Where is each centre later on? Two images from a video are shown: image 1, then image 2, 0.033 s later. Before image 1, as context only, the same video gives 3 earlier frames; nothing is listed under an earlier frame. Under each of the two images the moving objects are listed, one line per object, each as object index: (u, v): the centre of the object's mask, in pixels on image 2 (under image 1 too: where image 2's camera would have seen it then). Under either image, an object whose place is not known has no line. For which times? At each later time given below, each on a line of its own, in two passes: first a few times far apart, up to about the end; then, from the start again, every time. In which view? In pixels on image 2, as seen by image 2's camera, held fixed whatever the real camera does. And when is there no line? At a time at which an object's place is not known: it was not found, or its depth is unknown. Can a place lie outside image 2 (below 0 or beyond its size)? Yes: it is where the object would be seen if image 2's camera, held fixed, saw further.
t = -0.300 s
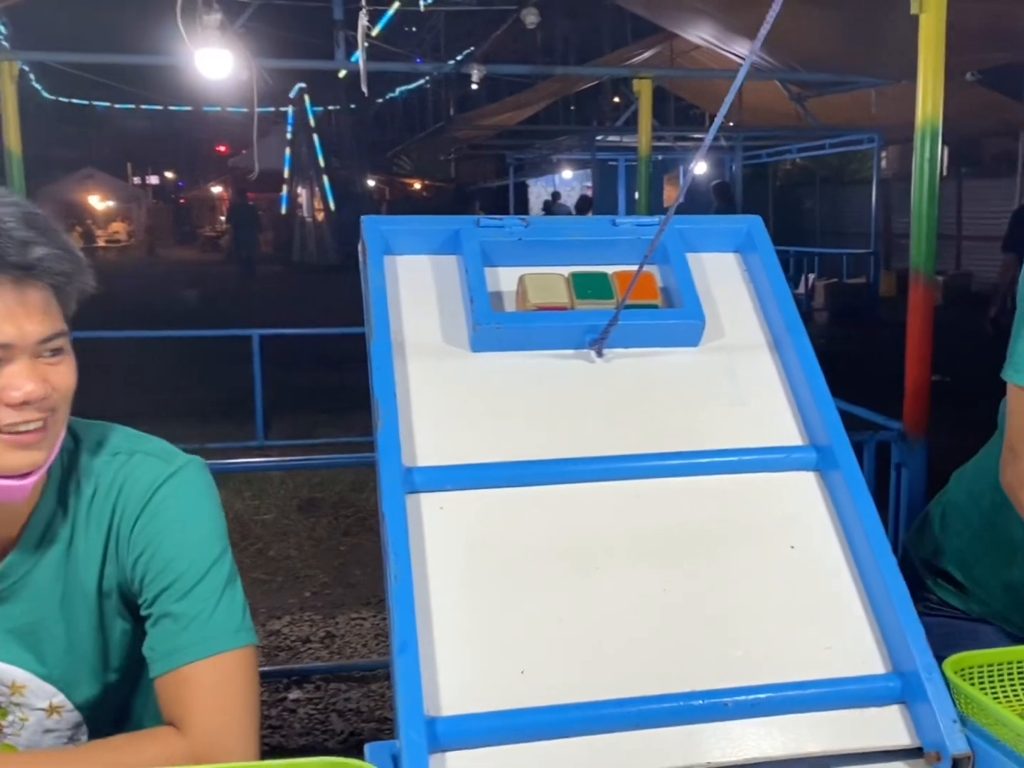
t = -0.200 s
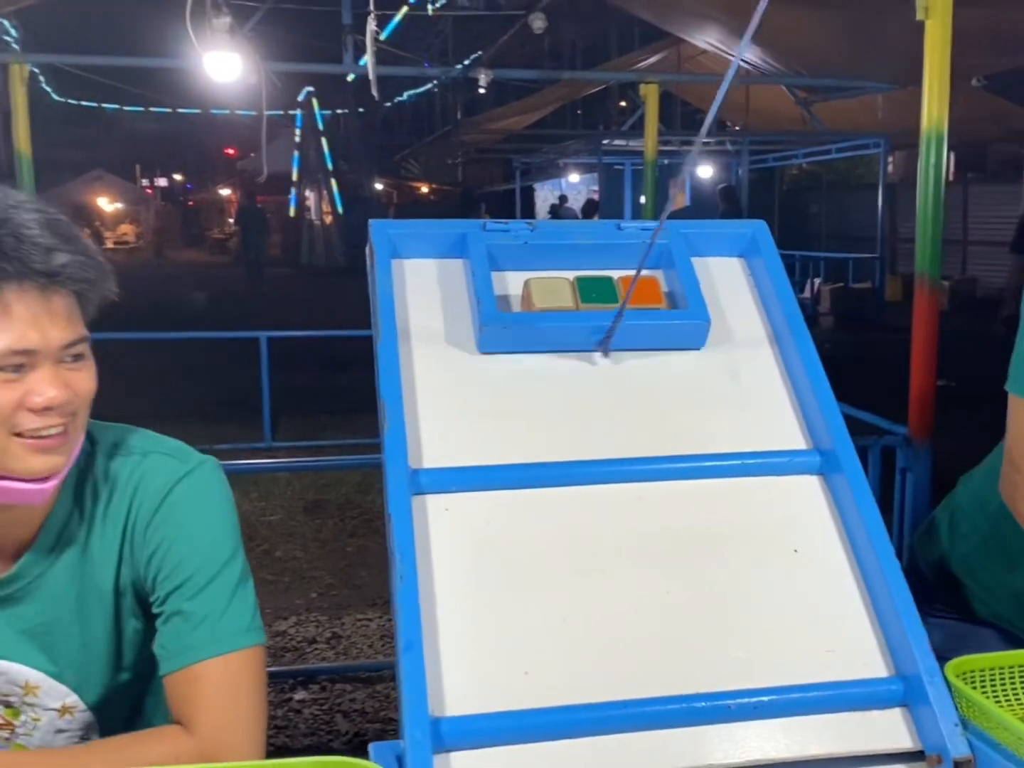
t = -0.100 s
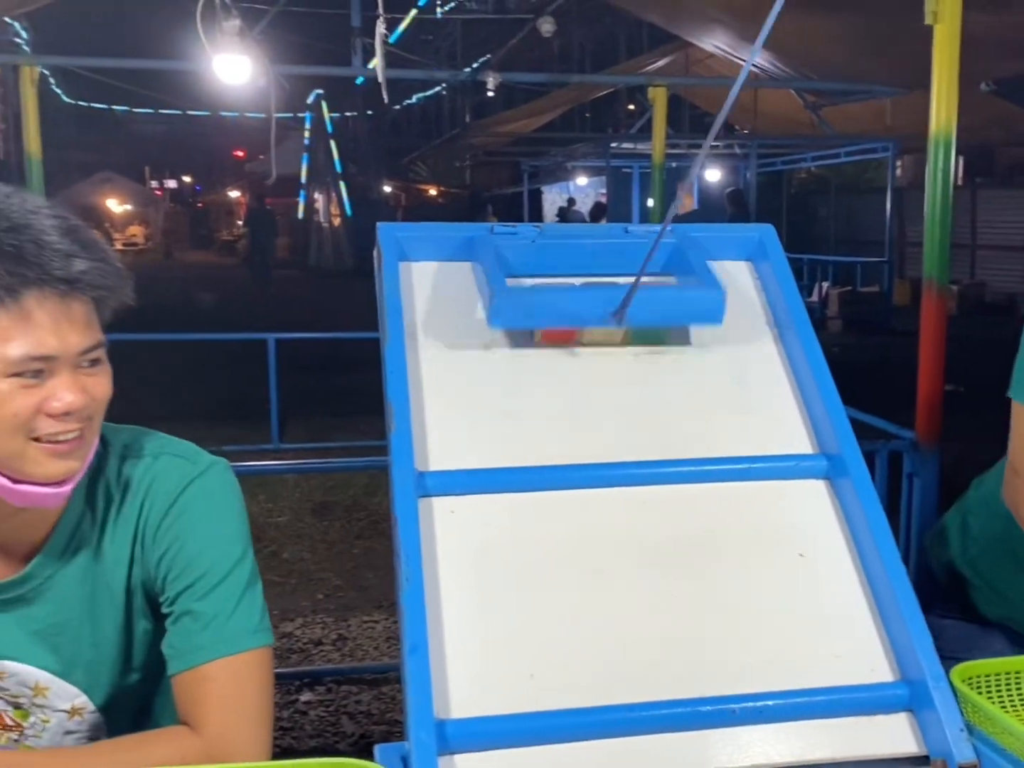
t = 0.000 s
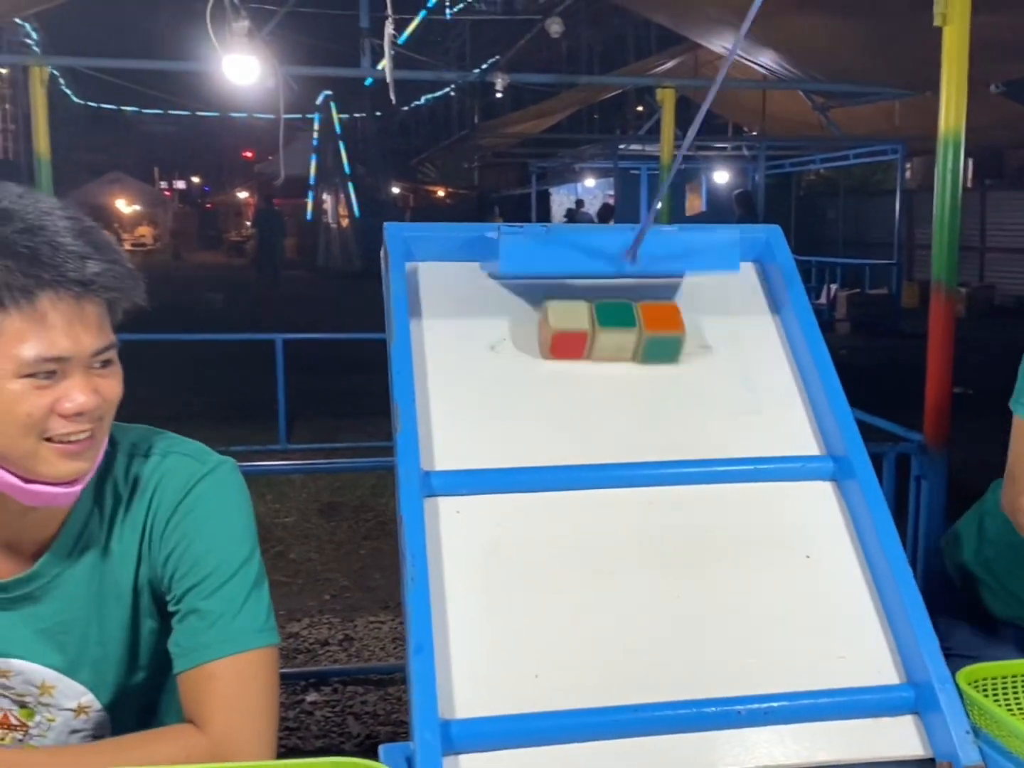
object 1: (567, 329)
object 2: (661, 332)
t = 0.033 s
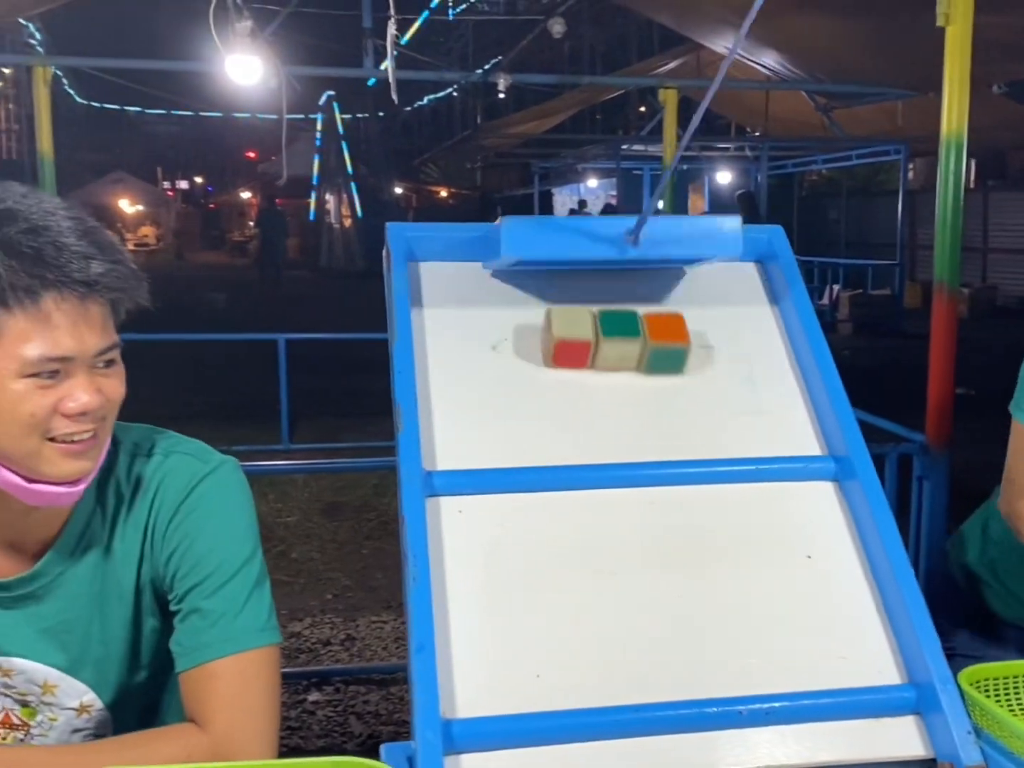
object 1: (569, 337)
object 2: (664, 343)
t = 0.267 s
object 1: (576, 436)
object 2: (699, 437)
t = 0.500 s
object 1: (559, 599)
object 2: (774, 641)
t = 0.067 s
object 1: (571, 348)
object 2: (668, 356)
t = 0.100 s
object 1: (574, 361)
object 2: (672, 371)
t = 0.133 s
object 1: (577, 376)
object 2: (677, 388)
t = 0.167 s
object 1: (581, 394)
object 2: (683, 409)
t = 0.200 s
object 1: (585, 415)
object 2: (689, 426)
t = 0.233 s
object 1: (581, 432)
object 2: (695, 429)
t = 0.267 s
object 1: (576, 436)
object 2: (699, 437)
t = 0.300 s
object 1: (570, 439)
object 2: (705, 454)
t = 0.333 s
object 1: (568, 450)
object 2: (711, 481)
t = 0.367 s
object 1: (564, 470)
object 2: (721, 504)
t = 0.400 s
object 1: (561, 501)
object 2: (734, 531)
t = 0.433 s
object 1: (560, 529)
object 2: (746, 558)
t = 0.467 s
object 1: (560, 565)
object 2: (758, 597)
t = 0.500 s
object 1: (559, 599)
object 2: (774, 641)
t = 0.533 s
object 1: (557, 646)
